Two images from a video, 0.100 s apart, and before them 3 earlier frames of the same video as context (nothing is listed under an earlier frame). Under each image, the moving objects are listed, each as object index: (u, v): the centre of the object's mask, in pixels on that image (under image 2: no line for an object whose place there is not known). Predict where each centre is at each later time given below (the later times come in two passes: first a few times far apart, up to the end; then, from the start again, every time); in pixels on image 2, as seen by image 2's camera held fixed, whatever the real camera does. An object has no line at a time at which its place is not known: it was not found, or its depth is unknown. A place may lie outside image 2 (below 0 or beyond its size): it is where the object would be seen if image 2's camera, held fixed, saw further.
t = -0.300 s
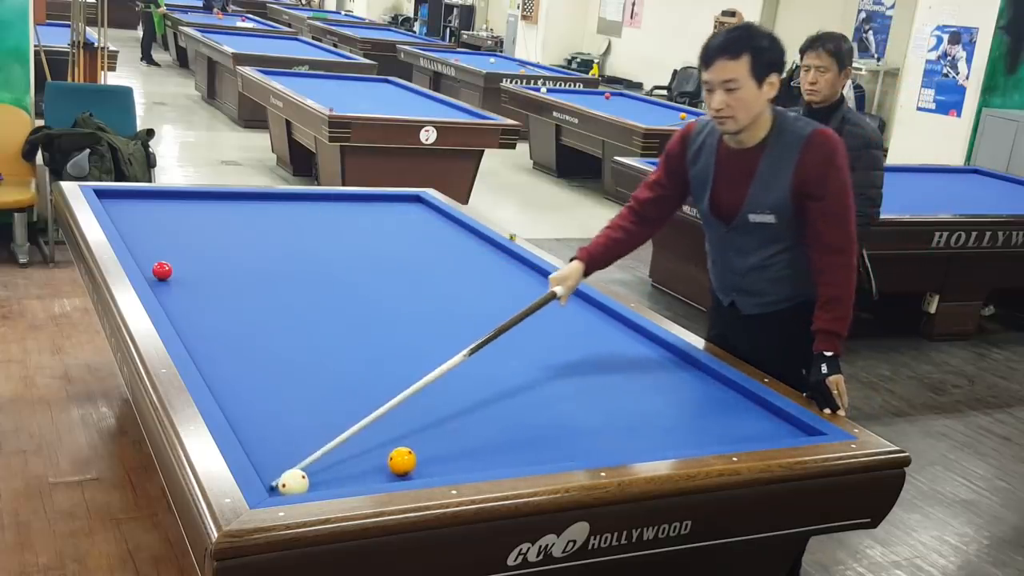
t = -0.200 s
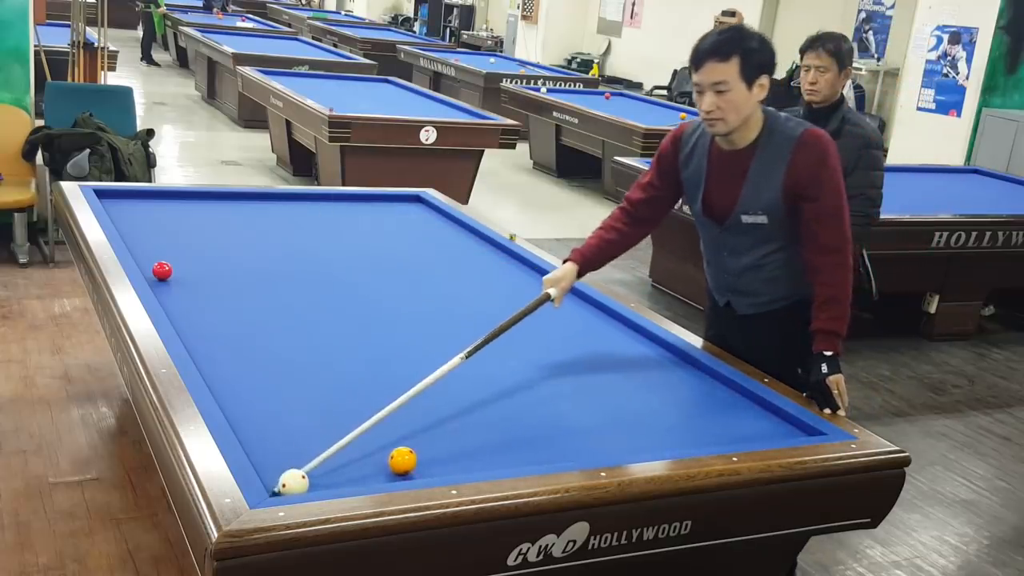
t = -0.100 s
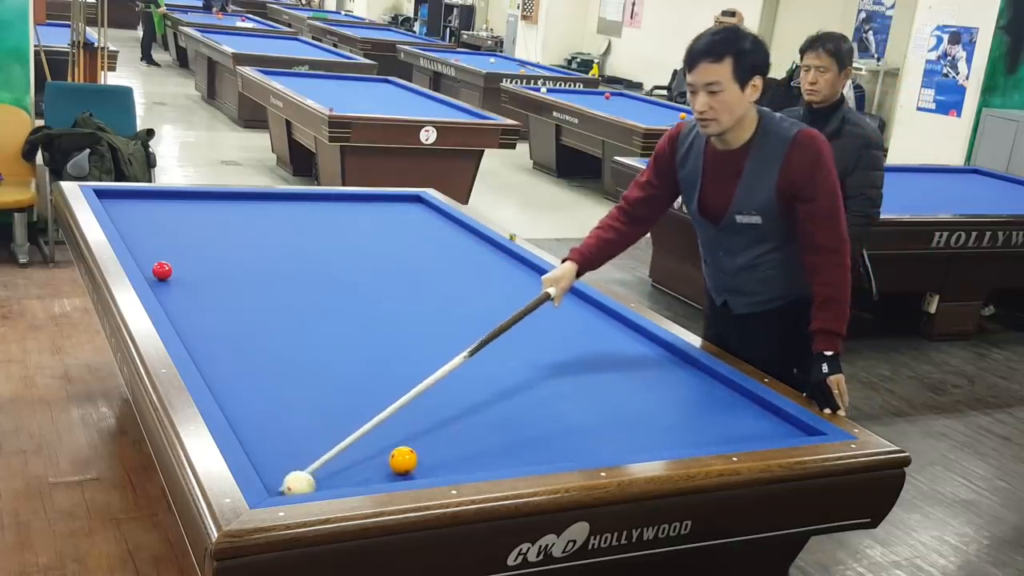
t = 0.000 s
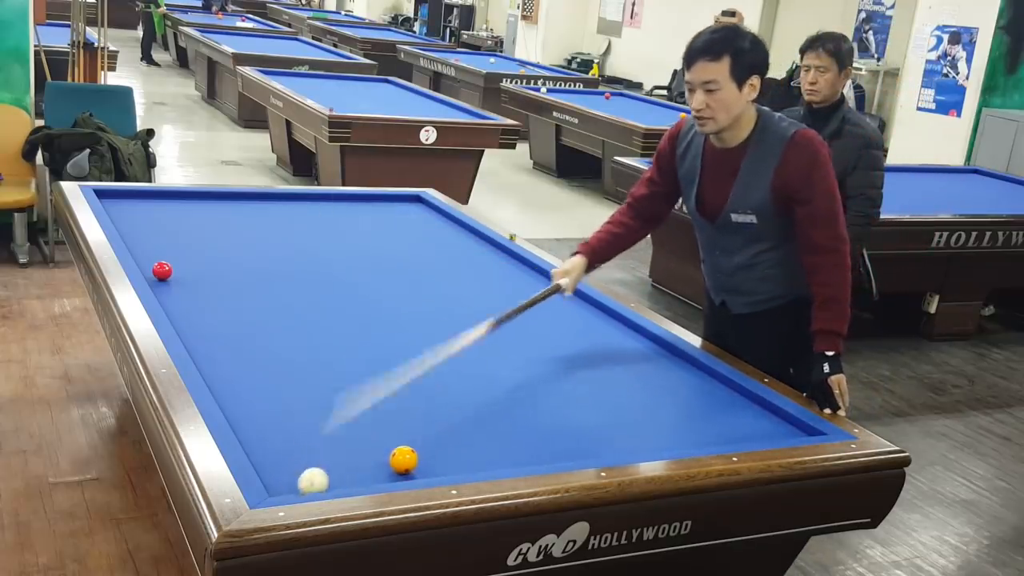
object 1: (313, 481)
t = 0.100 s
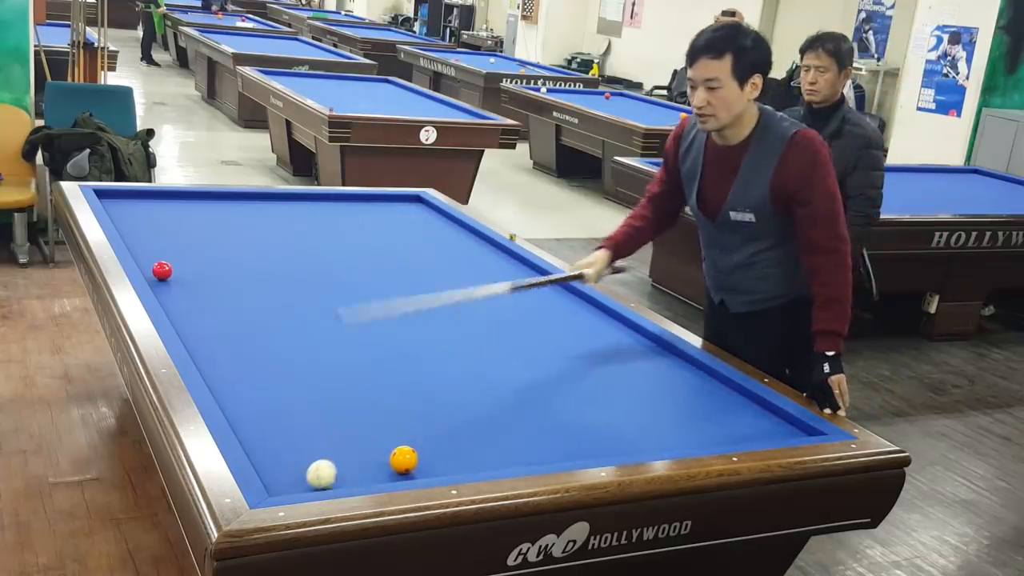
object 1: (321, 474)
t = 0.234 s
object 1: (332, 464)
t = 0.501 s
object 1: (351, 444)
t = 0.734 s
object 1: (367, 430)
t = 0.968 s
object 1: (381, 416)
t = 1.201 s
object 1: (395, 404)
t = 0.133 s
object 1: (324, 471)
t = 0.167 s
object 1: (327, 468)
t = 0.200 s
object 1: (330, 466)
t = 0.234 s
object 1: (332, 464)
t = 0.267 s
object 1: (335, 461)
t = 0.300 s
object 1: (337, 459)
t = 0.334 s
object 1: (340, 456)
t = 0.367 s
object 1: (342, 454)
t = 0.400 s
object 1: (344, 451)
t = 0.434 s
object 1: (347, 449)
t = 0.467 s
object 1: (349, 447)
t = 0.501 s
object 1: (351, 444)
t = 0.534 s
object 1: (354, 442)
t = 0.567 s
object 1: (356, 440)
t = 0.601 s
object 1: (358, 438)
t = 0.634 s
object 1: (361, 436)
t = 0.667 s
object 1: (363, 434)
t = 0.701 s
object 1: (365, 432)
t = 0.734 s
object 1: (367, 430)
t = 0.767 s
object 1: (369, 427)
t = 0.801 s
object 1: (371, 426)
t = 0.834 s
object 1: (373, 424)
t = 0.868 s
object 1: (375, 422)
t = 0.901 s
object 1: (377, 420)
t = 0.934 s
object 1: (379, 418)
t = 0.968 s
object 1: (381, 416)
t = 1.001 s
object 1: (383, 414)
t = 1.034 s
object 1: (385, 412)
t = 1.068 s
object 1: (387, 411)
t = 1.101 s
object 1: (389, 409)
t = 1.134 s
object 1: (391, 407)
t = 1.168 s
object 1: (393, 405)
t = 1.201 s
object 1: (395, 404)
